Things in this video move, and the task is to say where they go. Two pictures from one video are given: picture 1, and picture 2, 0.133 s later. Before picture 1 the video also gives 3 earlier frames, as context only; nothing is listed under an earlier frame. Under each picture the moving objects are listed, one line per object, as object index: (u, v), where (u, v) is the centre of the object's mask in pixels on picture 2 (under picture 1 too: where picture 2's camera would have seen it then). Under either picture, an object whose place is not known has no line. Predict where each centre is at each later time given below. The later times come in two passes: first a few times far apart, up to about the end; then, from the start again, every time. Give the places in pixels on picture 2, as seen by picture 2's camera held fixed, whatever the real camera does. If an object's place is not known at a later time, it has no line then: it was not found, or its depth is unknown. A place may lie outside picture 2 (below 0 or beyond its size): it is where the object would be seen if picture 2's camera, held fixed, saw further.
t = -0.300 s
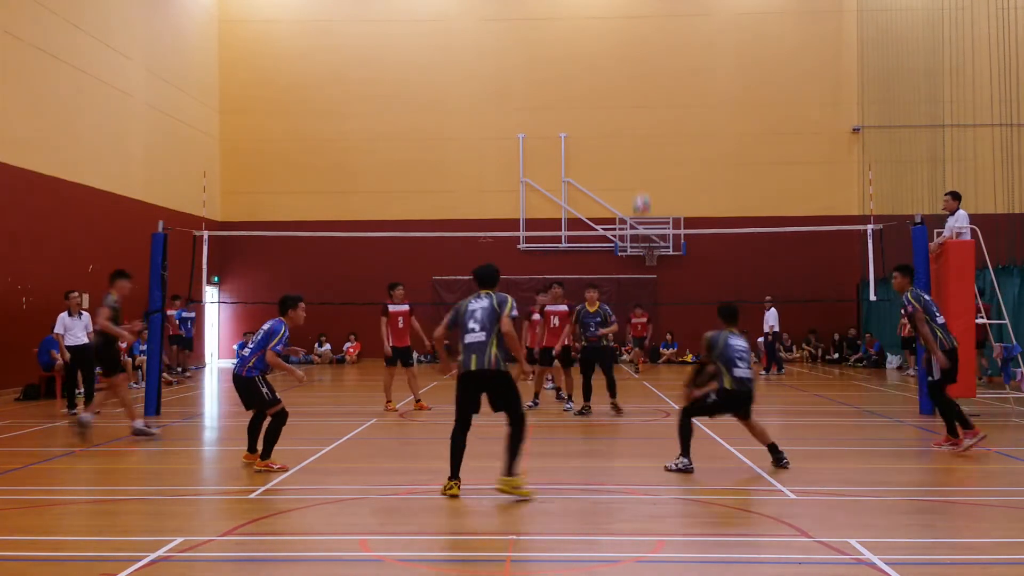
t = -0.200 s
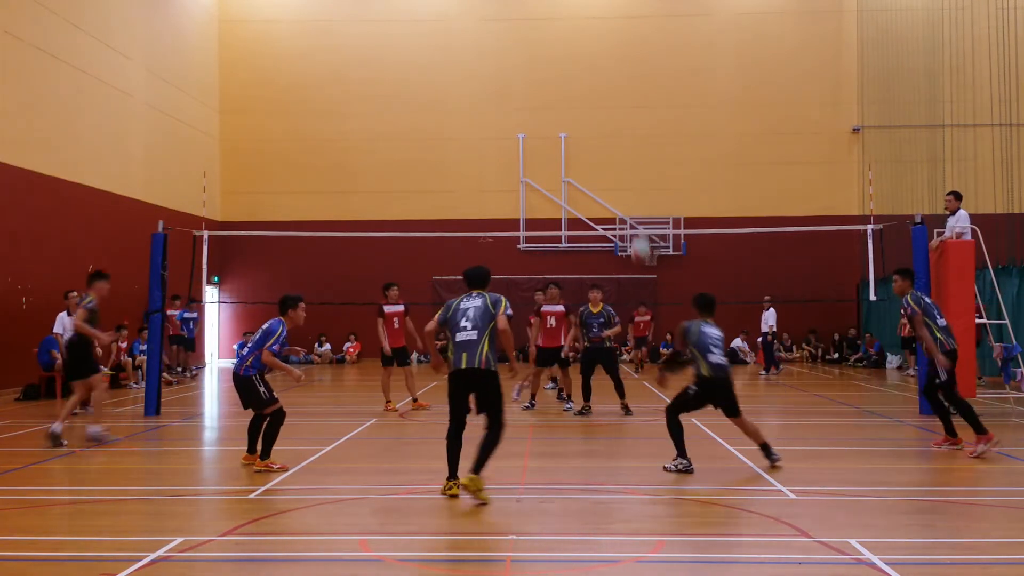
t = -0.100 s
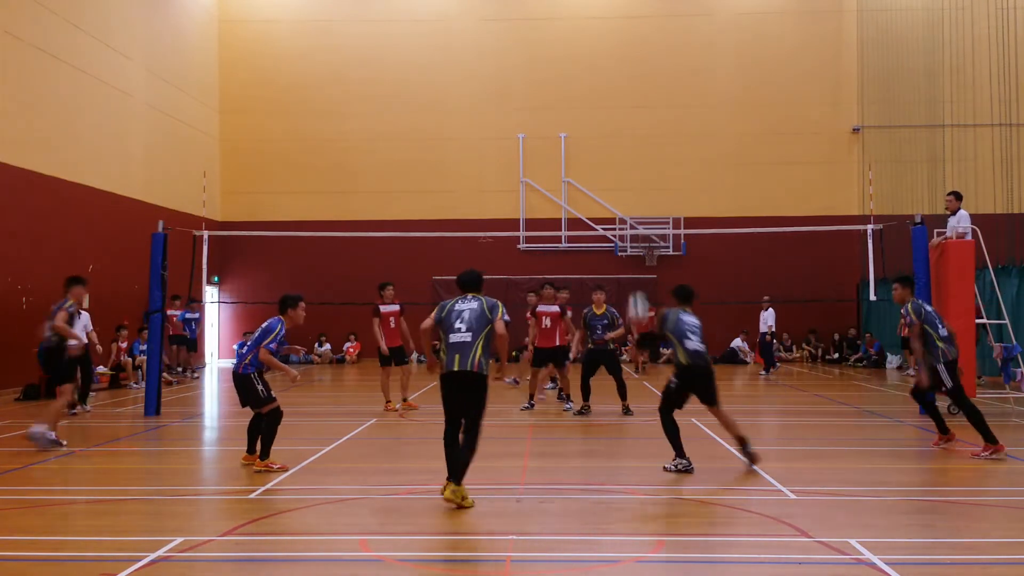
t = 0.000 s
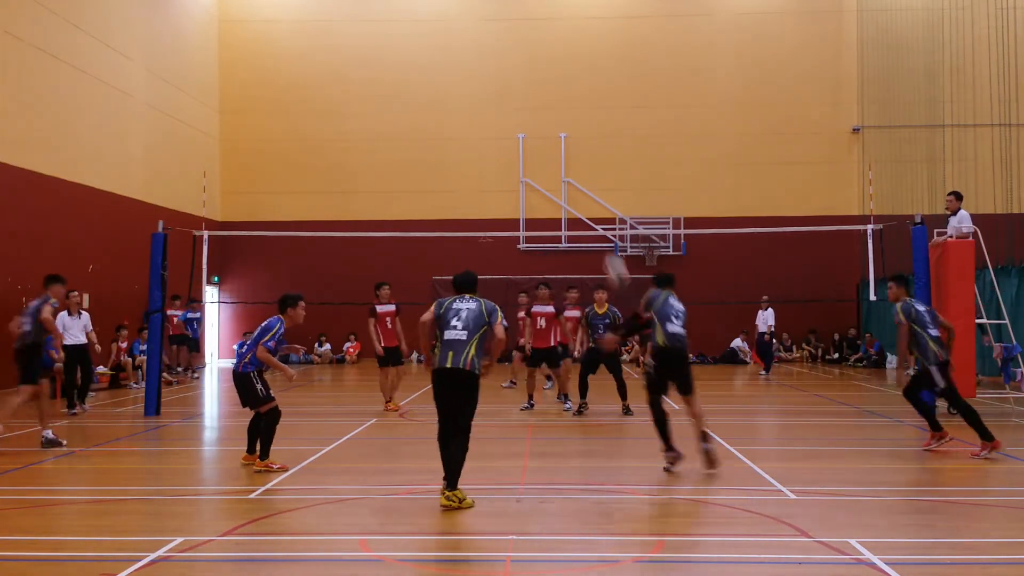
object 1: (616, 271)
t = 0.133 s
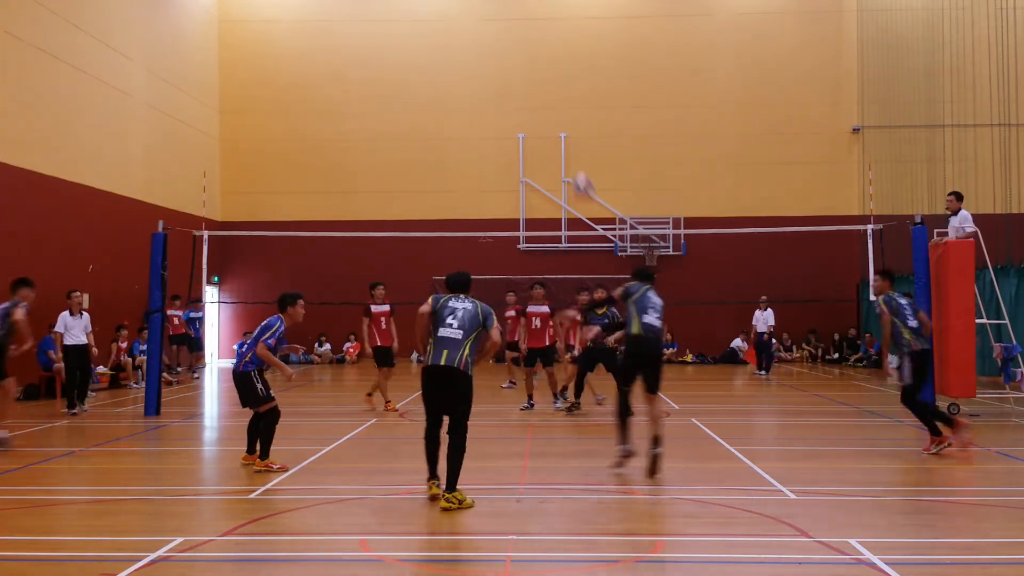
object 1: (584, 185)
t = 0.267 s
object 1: (552, 124)
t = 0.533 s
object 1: (496, 57)
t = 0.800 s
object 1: (449, 60)
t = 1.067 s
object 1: (405, 125)
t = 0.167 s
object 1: (575, 167)
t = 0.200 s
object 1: (567, 150)
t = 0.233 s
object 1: (560, 137)
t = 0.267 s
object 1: (552, 124)
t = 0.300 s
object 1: (544, 111)
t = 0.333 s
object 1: (537, 99)
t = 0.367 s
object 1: (530, 90)
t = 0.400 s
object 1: (523, 80)
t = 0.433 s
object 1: (516, 73)
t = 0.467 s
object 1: (509, 66)
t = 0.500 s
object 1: (503, 61)
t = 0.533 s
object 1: (496, 57)
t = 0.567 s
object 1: (489, 53)
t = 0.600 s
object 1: (484, 51)
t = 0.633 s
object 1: (478, 51)
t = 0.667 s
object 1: (471, 50)
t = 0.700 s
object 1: (466, 51)
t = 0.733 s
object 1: (460, 53)
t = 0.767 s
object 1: (454, 56)
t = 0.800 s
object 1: (449, 60)
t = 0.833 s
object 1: (443, 64)
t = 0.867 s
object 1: (437, 71)
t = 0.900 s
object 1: (432, 78)
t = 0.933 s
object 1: (426, 85)
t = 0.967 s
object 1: (420, 93)
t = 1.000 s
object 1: (415, 104)
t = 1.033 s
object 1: (410, 113)
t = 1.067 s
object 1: (405, 125)
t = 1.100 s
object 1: (400, 136)
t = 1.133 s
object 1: (395, 150)
